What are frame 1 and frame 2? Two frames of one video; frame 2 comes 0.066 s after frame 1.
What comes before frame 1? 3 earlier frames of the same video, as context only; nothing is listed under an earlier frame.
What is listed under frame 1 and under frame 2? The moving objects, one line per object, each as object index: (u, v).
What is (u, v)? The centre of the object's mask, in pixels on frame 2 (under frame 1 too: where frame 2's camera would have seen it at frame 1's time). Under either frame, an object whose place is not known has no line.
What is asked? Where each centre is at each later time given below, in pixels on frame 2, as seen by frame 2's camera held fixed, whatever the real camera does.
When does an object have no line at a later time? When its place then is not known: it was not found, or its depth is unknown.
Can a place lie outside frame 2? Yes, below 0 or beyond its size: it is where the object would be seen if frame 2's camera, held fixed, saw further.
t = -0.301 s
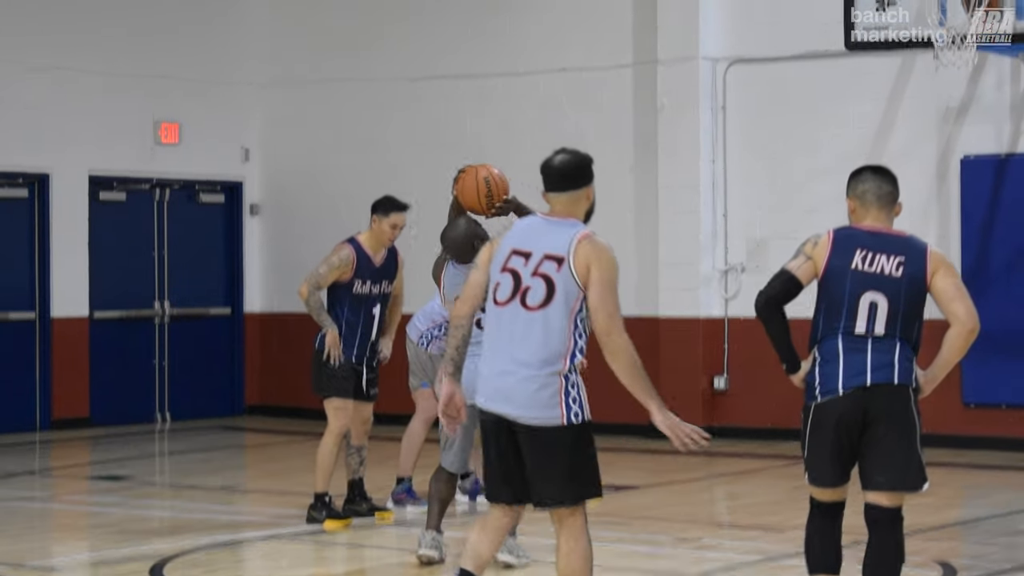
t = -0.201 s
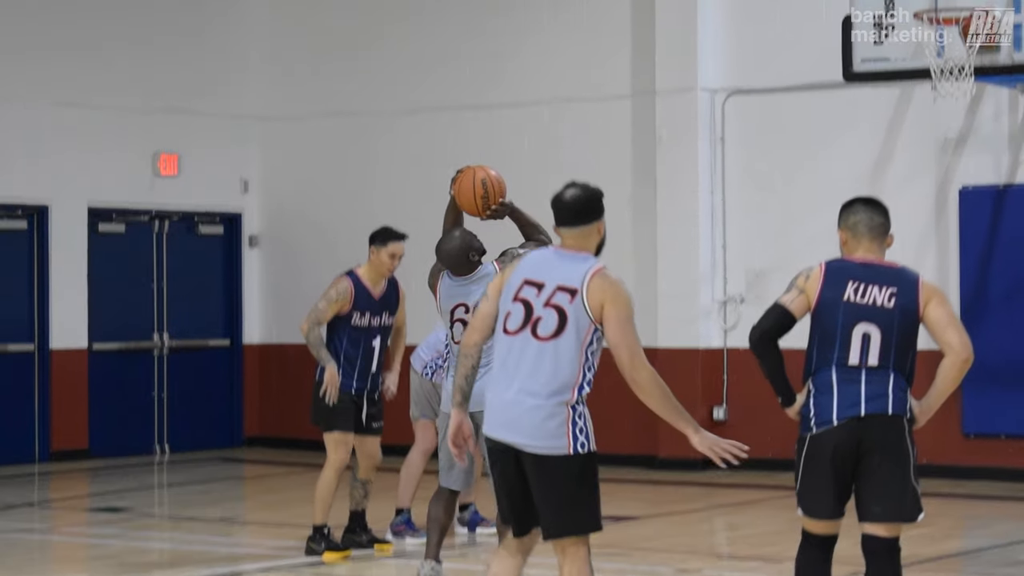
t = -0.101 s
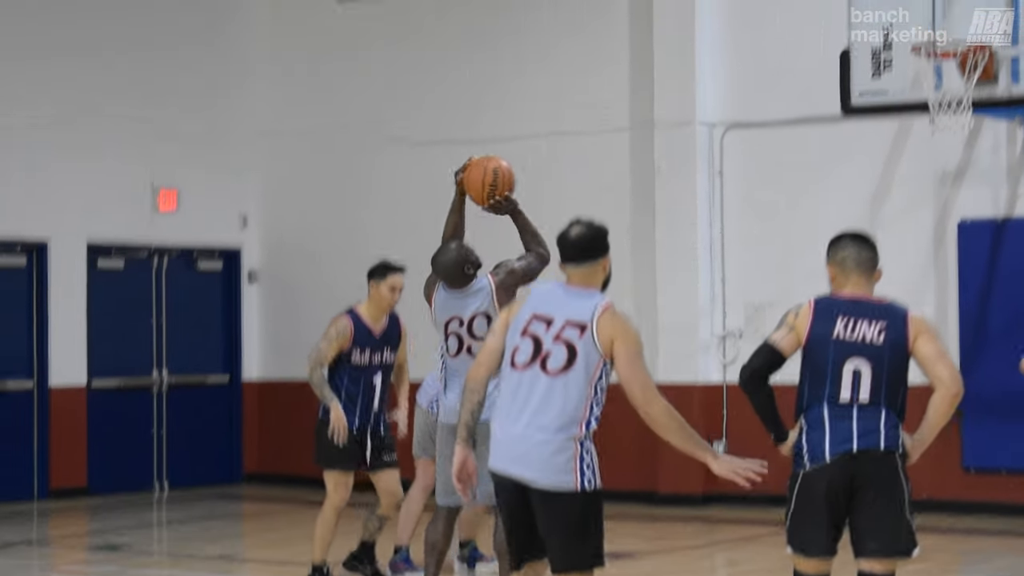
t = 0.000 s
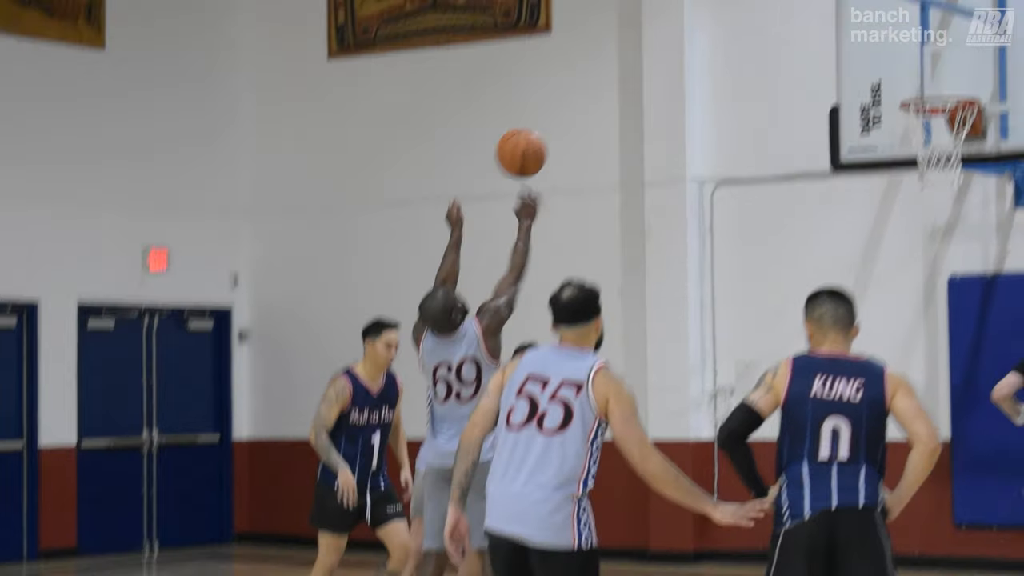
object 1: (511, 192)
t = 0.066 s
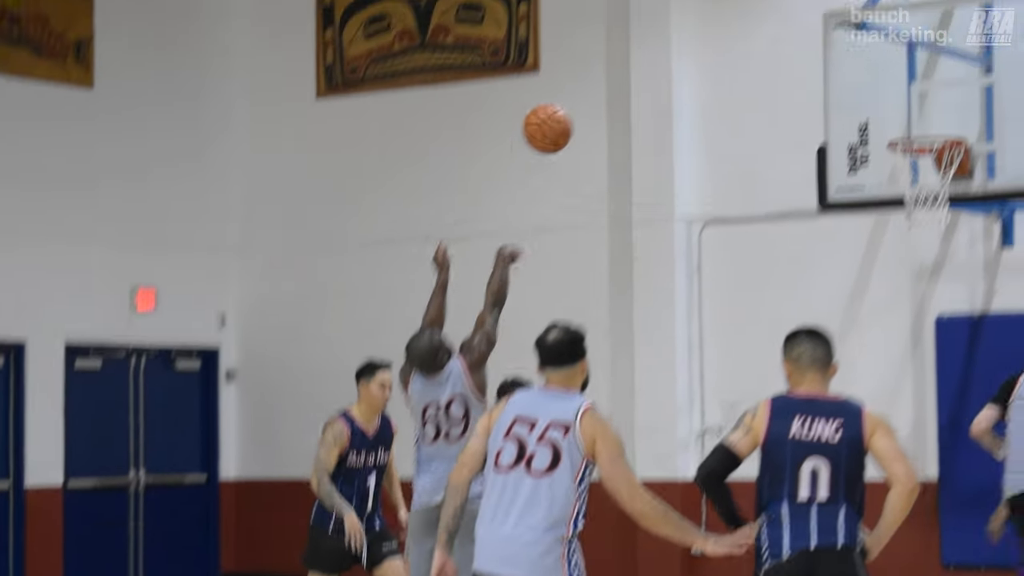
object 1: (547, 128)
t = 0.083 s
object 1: (557, 115)
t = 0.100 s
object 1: (564, 101)
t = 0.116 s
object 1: (574, 87)
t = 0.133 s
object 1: (582, 76)
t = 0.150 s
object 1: (591, 64)
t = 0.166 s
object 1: (599, 53)
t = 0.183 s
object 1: (609, 43)
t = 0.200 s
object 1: (618, 33)
